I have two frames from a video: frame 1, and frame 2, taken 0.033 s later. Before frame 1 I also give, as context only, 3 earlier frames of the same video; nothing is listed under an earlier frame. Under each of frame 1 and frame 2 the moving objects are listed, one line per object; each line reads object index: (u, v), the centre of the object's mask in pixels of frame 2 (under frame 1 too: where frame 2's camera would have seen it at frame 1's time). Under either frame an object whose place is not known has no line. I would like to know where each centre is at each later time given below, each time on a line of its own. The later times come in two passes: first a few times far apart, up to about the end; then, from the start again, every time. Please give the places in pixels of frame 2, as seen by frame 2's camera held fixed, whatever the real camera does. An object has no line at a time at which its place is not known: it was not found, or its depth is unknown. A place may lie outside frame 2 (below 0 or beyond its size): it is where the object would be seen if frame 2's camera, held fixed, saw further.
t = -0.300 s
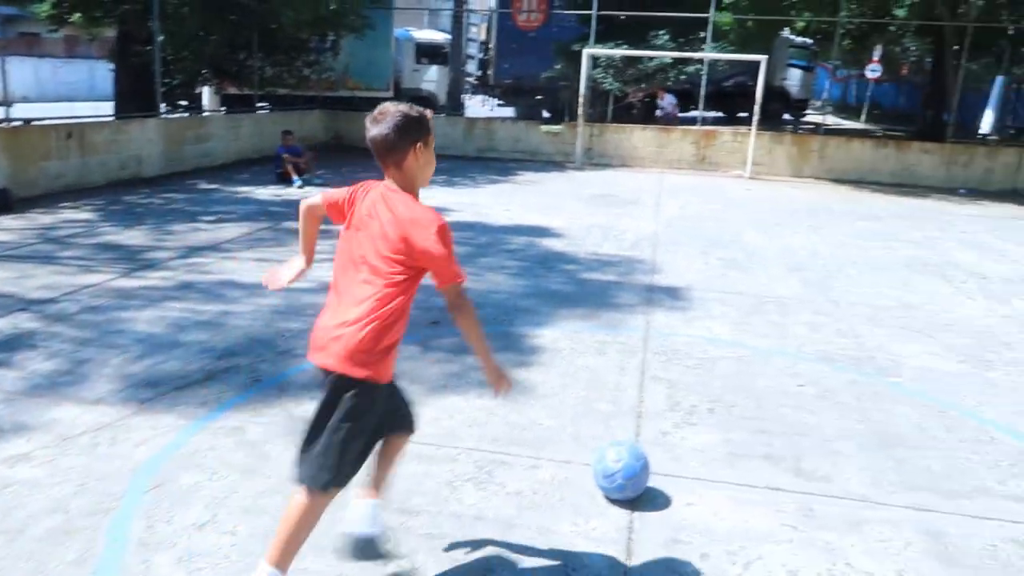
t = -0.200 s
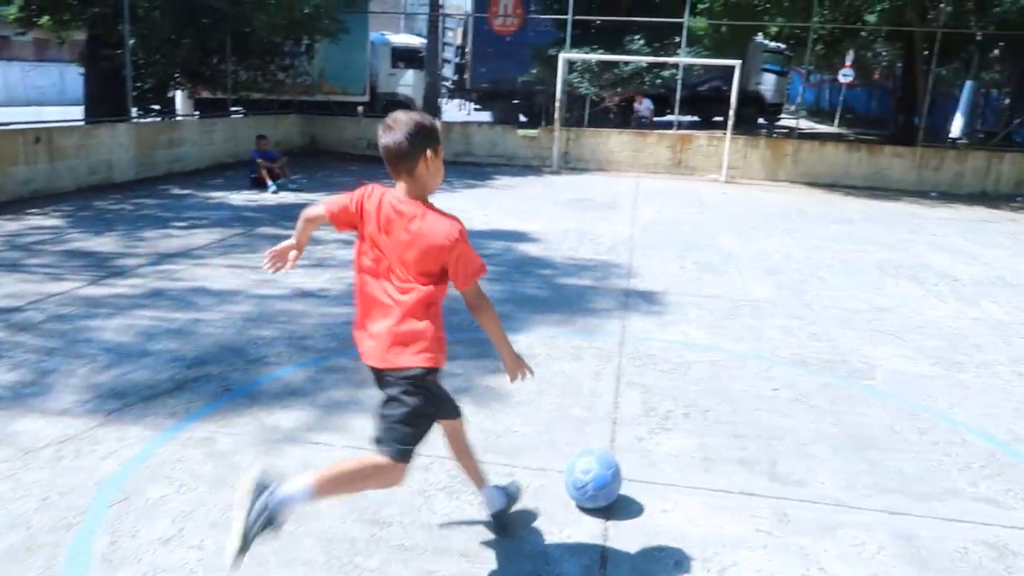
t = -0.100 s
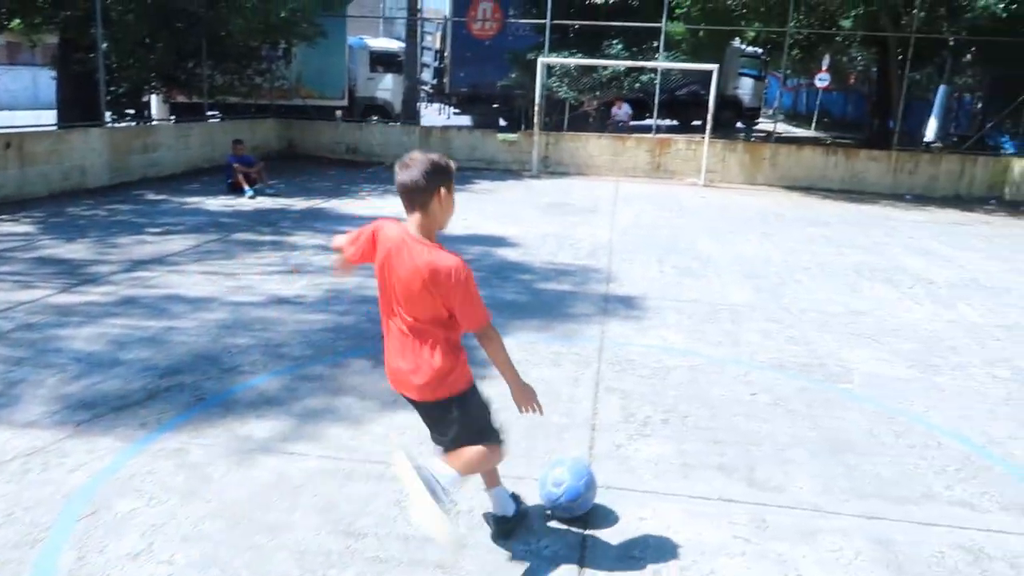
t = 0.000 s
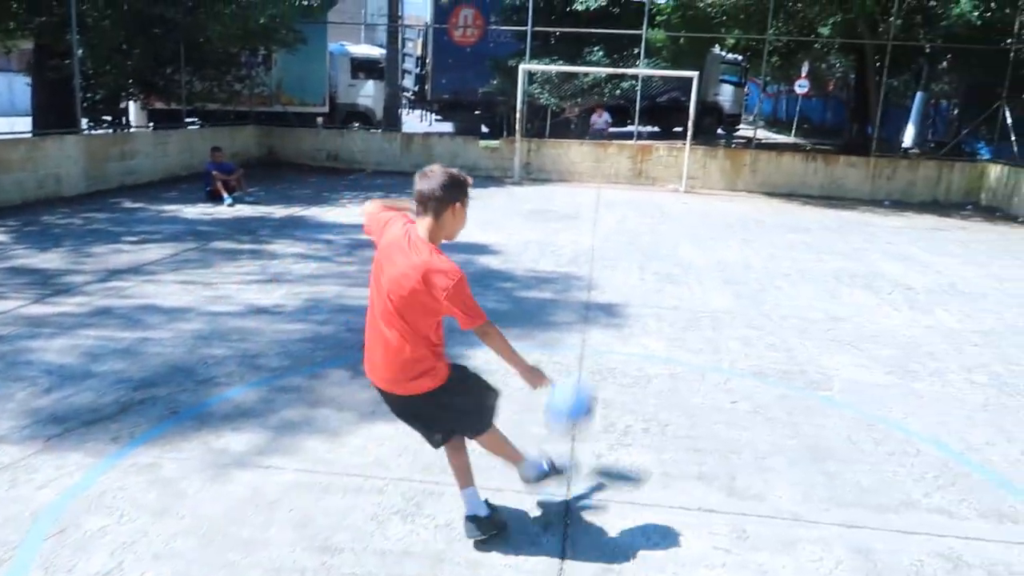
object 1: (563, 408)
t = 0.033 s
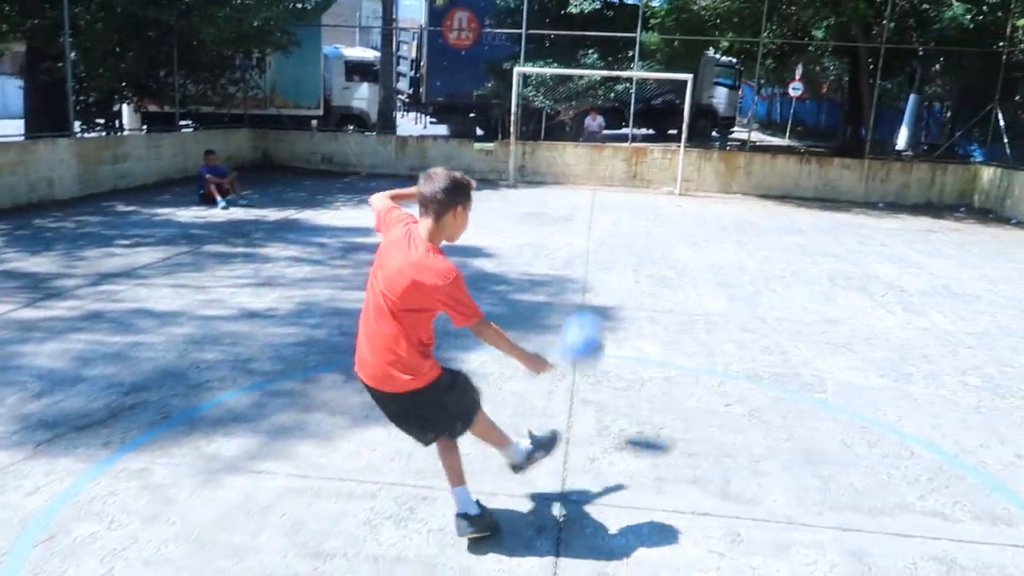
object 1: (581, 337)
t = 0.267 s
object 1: (640, 116)
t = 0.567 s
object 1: (659, 65)
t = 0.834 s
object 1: (659, 93)
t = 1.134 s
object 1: (654, 153)
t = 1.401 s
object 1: (667, 173)
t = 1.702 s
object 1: (685, 167)
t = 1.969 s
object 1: (701, 220)
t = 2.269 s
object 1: (738, 202)
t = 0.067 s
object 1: (595, 289)
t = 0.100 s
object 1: (610, 246)
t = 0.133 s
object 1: (617, 209)
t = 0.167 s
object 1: (624, 176)
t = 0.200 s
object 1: (630, 151)
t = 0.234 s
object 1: (636, 132)
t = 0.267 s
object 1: (640, 116)
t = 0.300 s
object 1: (644, 103)
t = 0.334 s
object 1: (648, 92)
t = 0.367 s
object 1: (651, 84)
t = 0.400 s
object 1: (653, 76)
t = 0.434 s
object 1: (655, 71)
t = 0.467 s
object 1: (657, 68)
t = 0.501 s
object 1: (658, 65)
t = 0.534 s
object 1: (659, 65)
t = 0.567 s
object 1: (659, 65)
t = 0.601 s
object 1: (660, 66)
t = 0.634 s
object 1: (660, 68)
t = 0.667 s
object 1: (661, 70)
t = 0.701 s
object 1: (661, 74)
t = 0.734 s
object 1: (661, 78)
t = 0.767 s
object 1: (660, 83)
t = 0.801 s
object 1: (660, 87)
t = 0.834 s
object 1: (659, 93)
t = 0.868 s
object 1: (659, 98)
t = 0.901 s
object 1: (658, 105)
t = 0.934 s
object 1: (658, 111)
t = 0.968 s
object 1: (657, 118)
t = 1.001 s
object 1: (657, 124)
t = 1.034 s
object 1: (656, 131)
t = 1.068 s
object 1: (655, 137)
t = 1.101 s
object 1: (654, 145)
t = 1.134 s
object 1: (654, 153)
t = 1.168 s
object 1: (655, 160)
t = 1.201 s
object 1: (656, 167)
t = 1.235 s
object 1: (657, 176)
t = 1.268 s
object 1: (659, 186)
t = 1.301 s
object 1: (660, 187)
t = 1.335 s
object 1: (663, 182)
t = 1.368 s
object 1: (665, 177)
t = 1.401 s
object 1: (667, 173)
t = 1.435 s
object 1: (668, 170)
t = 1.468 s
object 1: (671, 167)
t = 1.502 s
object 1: (673, 166)
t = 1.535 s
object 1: (674, 164)
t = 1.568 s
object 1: (676, 163)
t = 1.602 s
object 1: (678, 162)
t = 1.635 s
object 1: (680, 164)
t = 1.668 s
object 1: (683, 166)
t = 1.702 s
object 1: (685, 167)
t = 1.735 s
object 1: (687, 170)
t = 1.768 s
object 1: (689, 173)
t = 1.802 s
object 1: (690, 178)
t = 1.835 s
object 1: (692, 184)
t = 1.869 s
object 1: (694, 191)
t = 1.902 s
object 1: (697, 200)
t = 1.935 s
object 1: (699, 210)
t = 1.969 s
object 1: (701, 220)
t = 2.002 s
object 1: (704, 224)
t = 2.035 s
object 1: (708, 219)
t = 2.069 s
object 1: (711, 214)
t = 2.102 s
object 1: (715, 210)
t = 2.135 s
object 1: (719, 207)
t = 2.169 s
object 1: (724, 205)
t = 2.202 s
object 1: (728, 203)
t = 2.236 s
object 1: (733, 202)
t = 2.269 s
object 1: (738, 202)
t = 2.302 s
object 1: (742, 205)
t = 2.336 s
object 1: (747, 208)
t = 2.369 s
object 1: (752, 211)
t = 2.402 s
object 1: (758, 217)
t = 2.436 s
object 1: (763, 224)
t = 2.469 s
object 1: (767, 231)
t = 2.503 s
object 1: (773, 241)
